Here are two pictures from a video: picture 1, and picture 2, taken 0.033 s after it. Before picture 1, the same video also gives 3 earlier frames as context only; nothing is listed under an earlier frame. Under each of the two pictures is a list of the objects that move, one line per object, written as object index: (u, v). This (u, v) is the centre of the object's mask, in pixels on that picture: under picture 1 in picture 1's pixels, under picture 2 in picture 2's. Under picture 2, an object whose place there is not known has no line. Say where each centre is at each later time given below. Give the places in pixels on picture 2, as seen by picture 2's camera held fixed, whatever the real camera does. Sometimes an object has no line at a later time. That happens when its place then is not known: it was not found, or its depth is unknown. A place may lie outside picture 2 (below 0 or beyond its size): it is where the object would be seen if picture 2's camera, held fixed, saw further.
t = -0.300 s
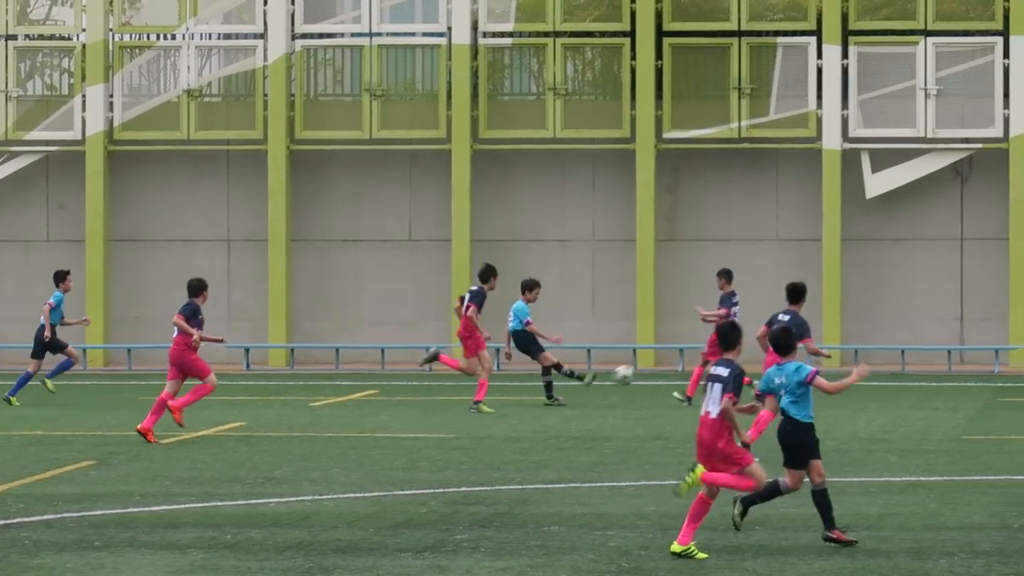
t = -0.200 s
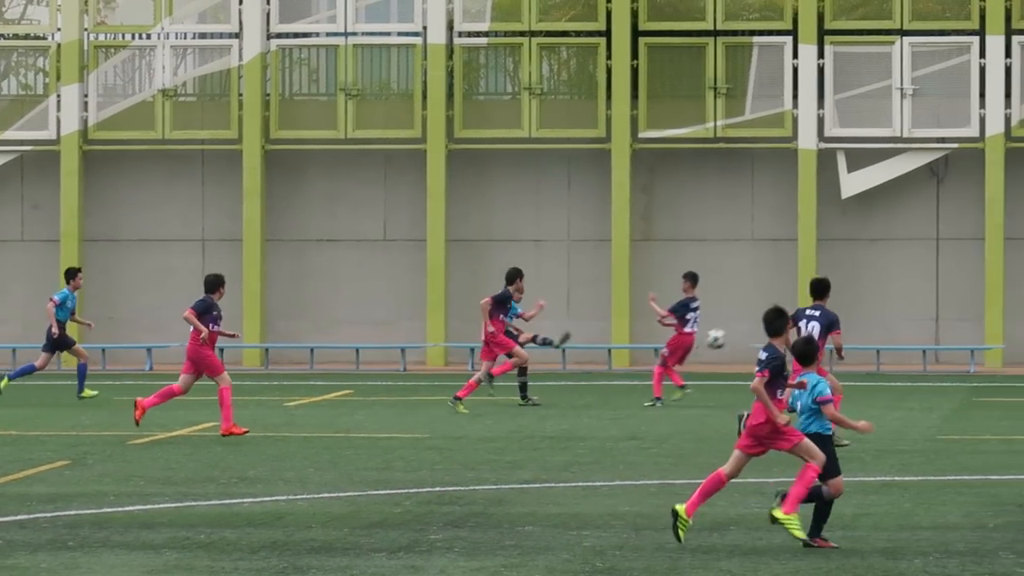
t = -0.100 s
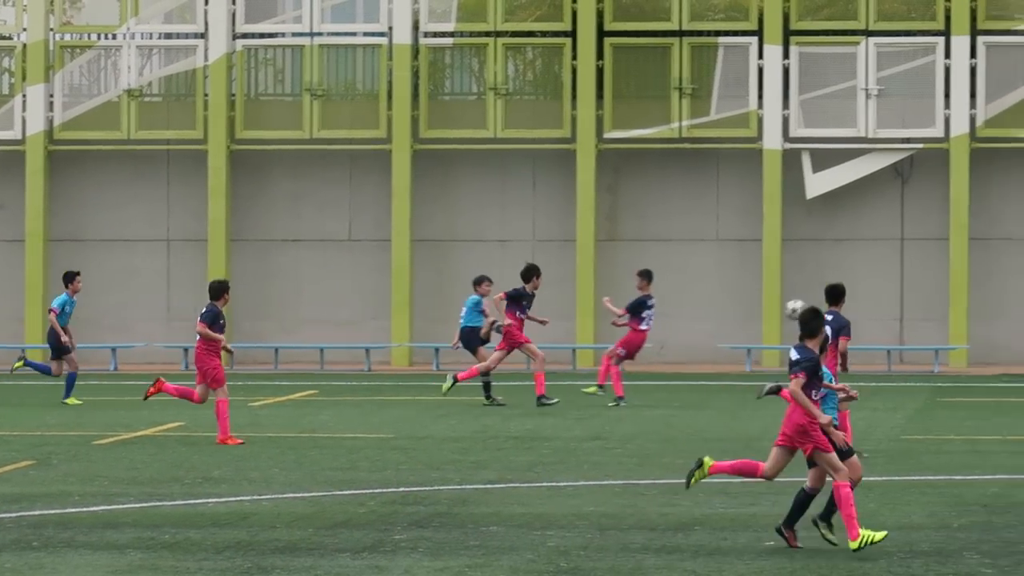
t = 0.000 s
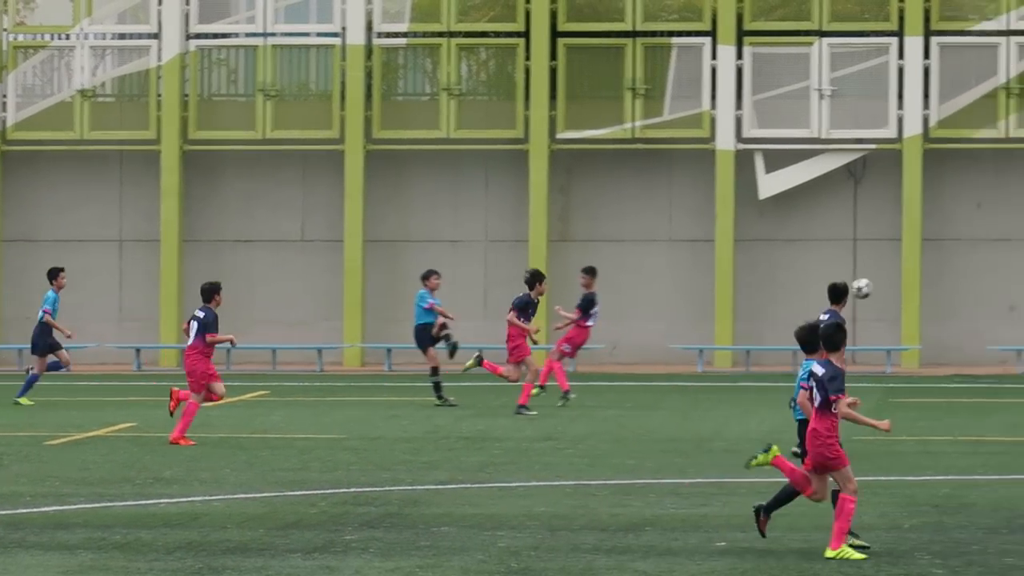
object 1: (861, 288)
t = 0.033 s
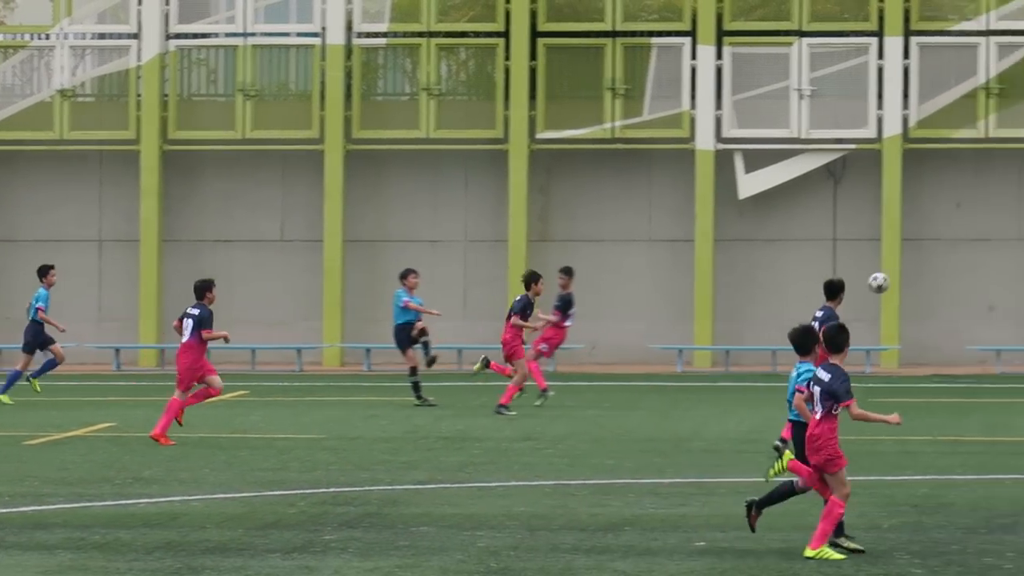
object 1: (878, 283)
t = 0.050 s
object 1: (894, 280)
